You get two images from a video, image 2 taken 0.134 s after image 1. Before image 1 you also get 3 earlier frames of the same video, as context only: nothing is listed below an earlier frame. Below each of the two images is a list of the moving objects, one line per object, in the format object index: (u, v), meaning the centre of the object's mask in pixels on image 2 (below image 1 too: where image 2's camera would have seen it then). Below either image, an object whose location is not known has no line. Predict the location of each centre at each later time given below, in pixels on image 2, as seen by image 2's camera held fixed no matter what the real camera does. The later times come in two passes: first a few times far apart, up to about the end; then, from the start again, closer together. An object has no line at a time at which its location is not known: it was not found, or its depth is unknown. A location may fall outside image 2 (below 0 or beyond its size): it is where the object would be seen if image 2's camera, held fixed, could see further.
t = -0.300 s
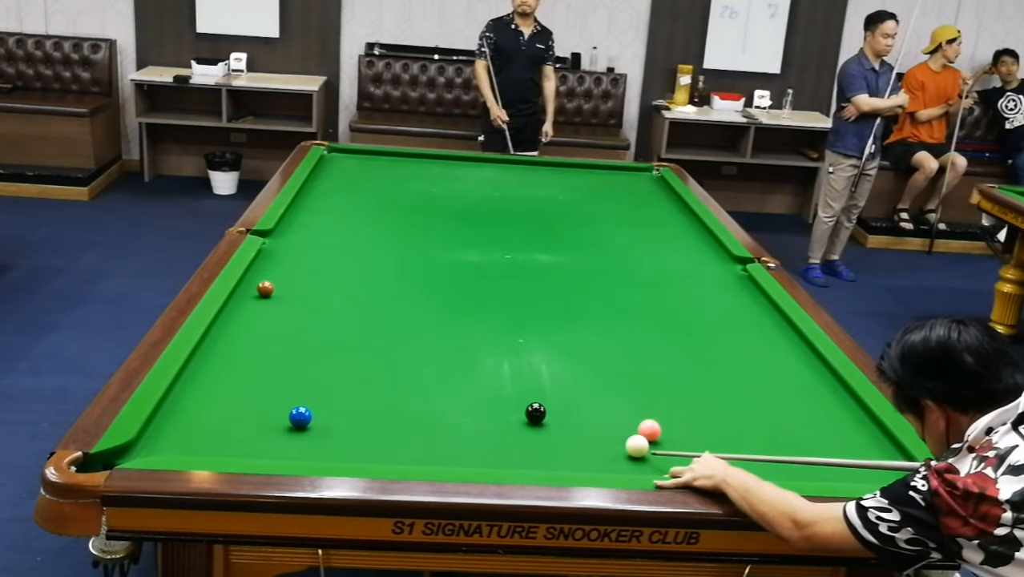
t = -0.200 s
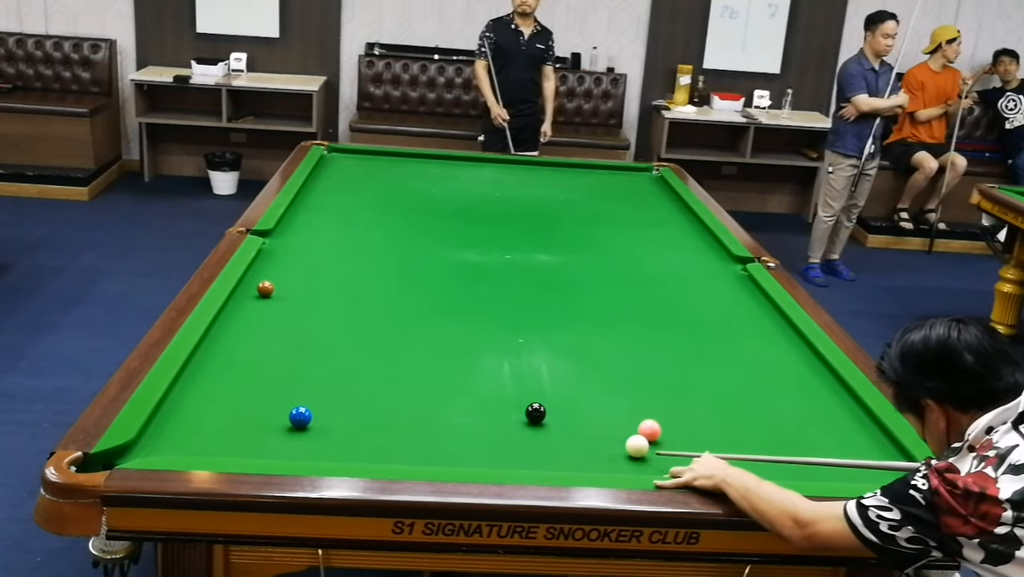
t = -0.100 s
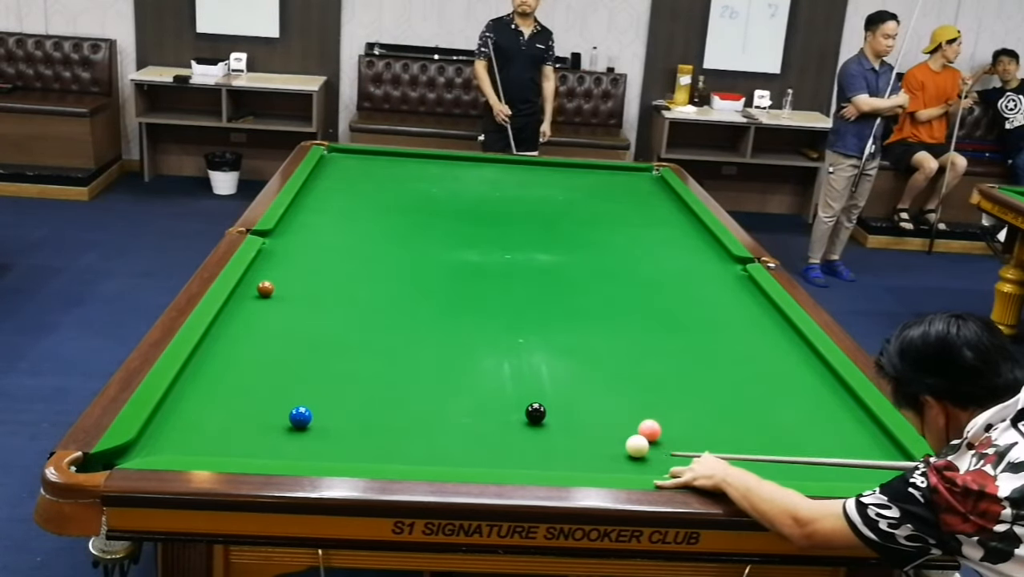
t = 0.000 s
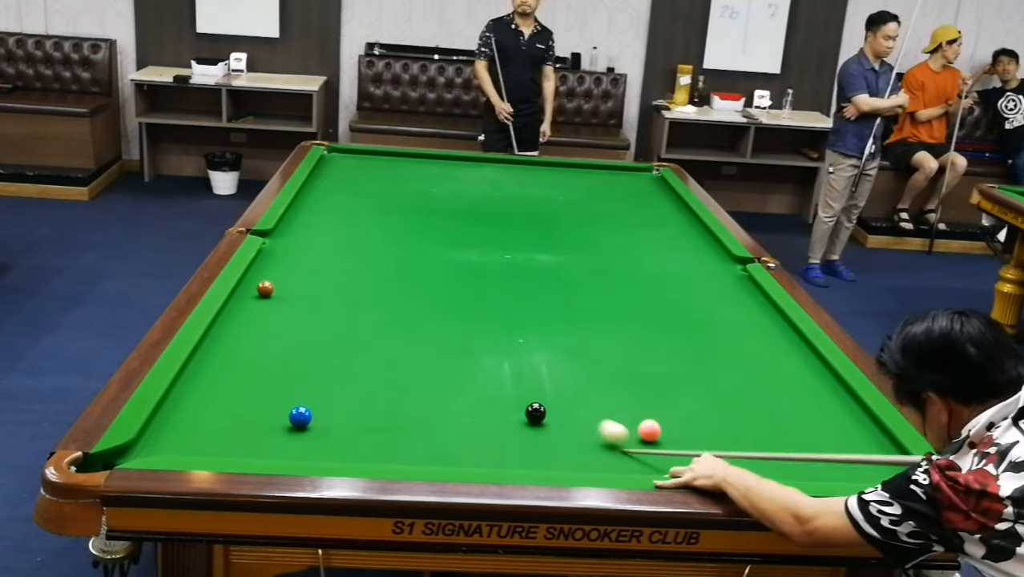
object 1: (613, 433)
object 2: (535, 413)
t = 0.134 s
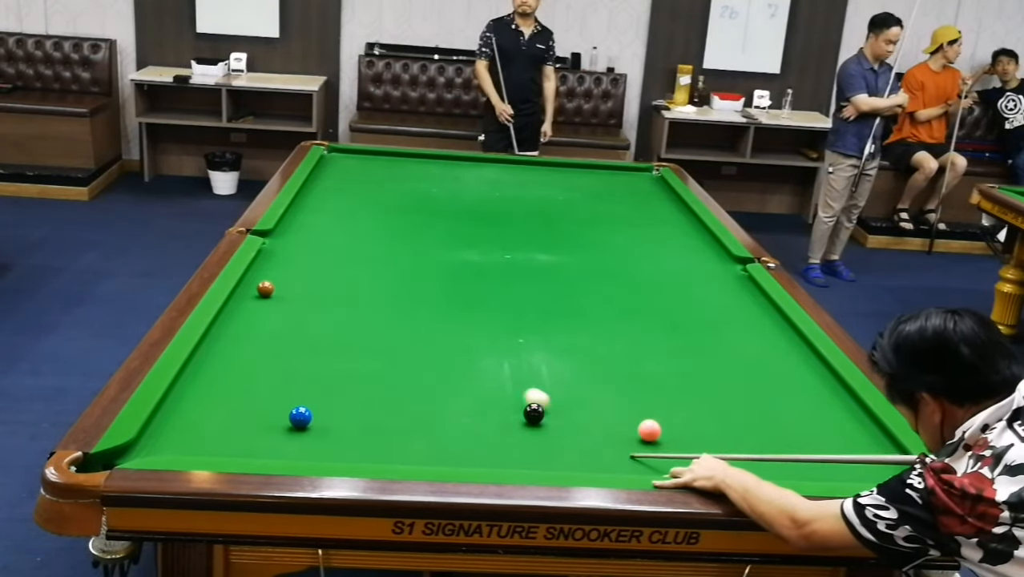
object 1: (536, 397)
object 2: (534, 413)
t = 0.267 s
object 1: (485, 373)
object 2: (527, 415)
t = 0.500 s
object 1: (428, 343)
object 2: (518, 417)
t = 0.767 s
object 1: (382, 320)
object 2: (509, 419)
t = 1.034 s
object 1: (342, 299)
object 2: (503, 421)
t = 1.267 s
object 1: (311, 283)
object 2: (500, 422)
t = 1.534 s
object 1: (280, 267)
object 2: (498, 423)
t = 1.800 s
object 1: (271, 254)
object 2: (497, 423)
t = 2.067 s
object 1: (293, 247)
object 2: (497, 423)
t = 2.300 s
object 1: (311, 242)
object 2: (497, 423)
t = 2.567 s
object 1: (329, 236)
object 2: (497, 423)
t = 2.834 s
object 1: (346, 231)
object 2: (498, 423)
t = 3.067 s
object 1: (359, 227)
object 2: (497, 423)
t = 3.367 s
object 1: (373, 223)
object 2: (497, 423)
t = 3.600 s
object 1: (383, 220)
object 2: (497, 423)
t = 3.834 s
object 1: (392, 217)
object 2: (497, 423)
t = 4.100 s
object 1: (402, 214)
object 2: (497, 423)
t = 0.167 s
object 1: (522, 392)
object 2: (532, 414)
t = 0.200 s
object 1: (509, 385)
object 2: (531, 414)
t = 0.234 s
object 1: (496, 379)
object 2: (529, 414)
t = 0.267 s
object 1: (485, 373)
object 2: (527, 415)
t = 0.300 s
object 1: (475, 367)
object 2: (526, 415)
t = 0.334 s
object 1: (465, 362)
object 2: (525, 416)
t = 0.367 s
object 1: (457, 358)
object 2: (524, 416)
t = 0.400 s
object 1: (449, 354)
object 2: (522, 416)
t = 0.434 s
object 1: (441, 350)
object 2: (521, 417)
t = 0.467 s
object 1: (434, 347)
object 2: (520, 417)
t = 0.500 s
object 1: (428, 343)
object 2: (518, 417)
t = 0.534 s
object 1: (422, 340)
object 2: (517, 417)
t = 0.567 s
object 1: (416, 337)
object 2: (516, 418)
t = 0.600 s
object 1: (410, 334)
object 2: (515, 418)
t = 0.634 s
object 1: (405, 331)
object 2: (514, 418)
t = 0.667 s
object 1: (399, 328)
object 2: (513, 418)
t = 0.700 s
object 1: (393, 325)
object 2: (512, 419)
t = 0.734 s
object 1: (388, 323)
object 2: (511, 419)
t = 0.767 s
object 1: (382, 320)
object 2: (509, 419)
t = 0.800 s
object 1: (377, 317)
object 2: (508, 419)
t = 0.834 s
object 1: (371, 314)
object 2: (508, 420)
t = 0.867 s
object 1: (366, 312)
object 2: (507, 420)
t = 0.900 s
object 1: (361, 309)
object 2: (506, 420)
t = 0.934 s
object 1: (356, 306)
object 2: (505, 420)
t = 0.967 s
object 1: (352, 304)
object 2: (505, 421)
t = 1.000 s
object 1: (347, 302)
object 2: (504, 421)
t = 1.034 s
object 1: (342, 299)
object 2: (503, 421)
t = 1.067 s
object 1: (337, 297)
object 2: (502, 421)
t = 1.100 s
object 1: (333, 294)
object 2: (502, 421)
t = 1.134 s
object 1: (328, 292)
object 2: (501, 421)
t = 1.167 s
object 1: (324, 290)
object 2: (501, 422)
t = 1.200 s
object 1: (320, 288)
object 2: (501, 422)
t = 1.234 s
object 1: (316, 285)
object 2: (500, 422)
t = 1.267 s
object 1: (311, 283)
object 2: (500, 422)
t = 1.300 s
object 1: (307, 281)
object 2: (500, 422)
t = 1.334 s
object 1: (303, 279)
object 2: (499, 422)
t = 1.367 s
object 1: (299, 277)
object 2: (499, 422)
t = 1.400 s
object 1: (295, 275)
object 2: (499, 423)
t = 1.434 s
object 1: (292, 273)
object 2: (499, 422)
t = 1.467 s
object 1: (288, 271)
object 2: (498, 423)
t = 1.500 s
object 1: (284, 268)
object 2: (498, 423)
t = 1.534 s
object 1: (280, 267)
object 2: (498, 423)
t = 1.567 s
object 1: (276, 264)
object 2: (498, 423)
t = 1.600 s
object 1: (273, 263)
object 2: (498, 423)
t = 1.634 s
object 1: (269, 260)
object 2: (498, 423)
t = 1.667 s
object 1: (266, 259)
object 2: (498, 423)
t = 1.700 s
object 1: (263, 257)
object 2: (497, 423)
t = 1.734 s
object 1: (265, 256)
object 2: (497, 423)
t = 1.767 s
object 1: (268, 255)
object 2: (497, 423)
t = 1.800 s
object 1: (271, 254)
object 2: (497, 423)
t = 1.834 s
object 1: (274, 253)
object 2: (497, 423)
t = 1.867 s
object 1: (277, 252)
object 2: (497, 423)
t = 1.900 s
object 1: (280, 251)
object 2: (497, 423)
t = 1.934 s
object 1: (283, 251)
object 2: (497, 423)
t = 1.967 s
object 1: (285, 250)
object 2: (497, 423)
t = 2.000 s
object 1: (288, 249)
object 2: (497, 423)
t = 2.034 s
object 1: (291, 248)
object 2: (497, 423)
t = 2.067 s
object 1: (293, 247)
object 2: (497, 423)
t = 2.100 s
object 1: (296, 246)
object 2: (497, 423)
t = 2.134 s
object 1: (299, 246)
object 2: (497, 423)
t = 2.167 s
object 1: (302, 245)
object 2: (497, 423)
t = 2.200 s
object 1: (304, 244)
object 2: (497, 423)
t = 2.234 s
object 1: (307, 243)
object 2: (497, 423)
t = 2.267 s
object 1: (309, 243)
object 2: (497, 423)
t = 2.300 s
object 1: (311, 242)
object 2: (497, 423)
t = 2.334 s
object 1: (314, 241)
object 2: (497, 423)
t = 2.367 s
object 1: (316, 240)
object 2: (497, 423)
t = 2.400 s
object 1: (318, 240)
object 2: (497, 423)
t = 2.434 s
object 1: (321, 239)
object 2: (497, 423)
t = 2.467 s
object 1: (323, 238)
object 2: (497, 423)
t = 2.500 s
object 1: (325, 237)
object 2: (497, 423)
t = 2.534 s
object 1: (328, 237)
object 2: (498, 423)
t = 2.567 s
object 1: (329, 236)
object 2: (497, 423)
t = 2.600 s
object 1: (332, 236)
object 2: (497, 423)
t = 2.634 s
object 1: (334, 235)
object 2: (497, 423)
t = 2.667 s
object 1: (336, 234)
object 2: (498, 423)
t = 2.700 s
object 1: (338, 234)
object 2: (497, 423)
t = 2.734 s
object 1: (340, 233)
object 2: (498, 423)
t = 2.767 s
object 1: (342, 232)
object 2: (498, 423)
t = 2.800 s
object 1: (344, 232)
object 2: (498, 423)
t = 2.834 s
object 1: (346, 231)
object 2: (498, 423)
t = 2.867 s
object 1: (348, 231)
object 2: (498, 423)
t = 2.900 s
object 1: (350, 230)
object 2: (497, 423)
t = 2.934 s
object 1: (352, 229)
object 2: (497, 423)
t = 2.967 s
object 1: (353, 229)
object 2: (497, 423)
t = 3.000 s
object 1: (355, 228)
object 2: (497, 423)
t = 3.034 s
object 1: (357, 228)
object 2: (497, 423)
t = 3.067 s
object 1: (359, 227)
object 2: (497, 423)
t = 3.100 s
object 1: (361, 227)
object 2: (498, 423)
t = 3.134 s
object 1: (363, 226)
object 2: (498, 423)
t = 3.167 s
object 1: (364, 226)
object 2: (498, 423)
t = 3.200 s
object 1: (366, 225)
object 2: (497, 423)
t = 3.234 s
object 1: (368, 225)
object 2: (497, 423)
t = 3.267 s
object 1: (369, 224)
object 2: (497, 423)
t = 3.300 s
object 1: (371, 224)
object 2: (497, 423)
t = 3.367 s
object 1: (373, 223)
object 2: (497, 423)
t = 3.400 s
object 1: (374, 223)
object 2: (497, 423)
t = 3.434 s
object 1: (376, 222)
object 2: (497, 423)
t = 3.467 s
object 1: (377, 222)
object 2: (497, 423)
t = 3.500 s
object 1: (379, 221)
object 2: (497, 423)
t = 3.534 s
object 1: (380, 221)
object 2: (497, 423)
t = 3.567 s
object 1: (382, 220)
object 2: (497, 423)
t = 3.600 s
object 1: (383, 220)
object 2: (497, 423)
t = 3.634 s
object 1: (385, 220)
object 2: (497, 423)
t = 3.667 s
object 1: (386, 219)
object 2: (497, 423)
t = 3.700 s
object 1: (387, 219)
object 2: (497, 423)
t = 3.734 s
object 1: (389, 218)
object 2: (497, 423)
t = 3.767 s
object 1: (390, 218)
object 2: (497, 423)
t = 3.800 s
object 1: (391, 217)
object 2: (497, 423)
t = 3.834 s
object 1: (392, 217)
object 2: (497, 423)
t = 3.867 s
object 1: (394, 217)
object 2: (497, 423)
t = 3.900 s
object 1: (395, 216)
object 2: (497, 423)
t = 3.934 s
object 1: (396, 216)
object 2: (497, 423)
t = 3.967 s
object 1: (397, 216)
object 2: (497, 423)
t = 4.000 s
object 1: (399, 215)
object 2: (497, 423)
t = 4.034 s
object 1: (400, 215)
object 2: (497, 423)
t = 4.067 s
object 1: (401, 214)
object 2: (497, 423)
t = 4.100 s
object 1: (402, 214)
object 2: (497, 423)
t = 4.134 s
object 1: (403, 214)
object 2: (497, 423)
